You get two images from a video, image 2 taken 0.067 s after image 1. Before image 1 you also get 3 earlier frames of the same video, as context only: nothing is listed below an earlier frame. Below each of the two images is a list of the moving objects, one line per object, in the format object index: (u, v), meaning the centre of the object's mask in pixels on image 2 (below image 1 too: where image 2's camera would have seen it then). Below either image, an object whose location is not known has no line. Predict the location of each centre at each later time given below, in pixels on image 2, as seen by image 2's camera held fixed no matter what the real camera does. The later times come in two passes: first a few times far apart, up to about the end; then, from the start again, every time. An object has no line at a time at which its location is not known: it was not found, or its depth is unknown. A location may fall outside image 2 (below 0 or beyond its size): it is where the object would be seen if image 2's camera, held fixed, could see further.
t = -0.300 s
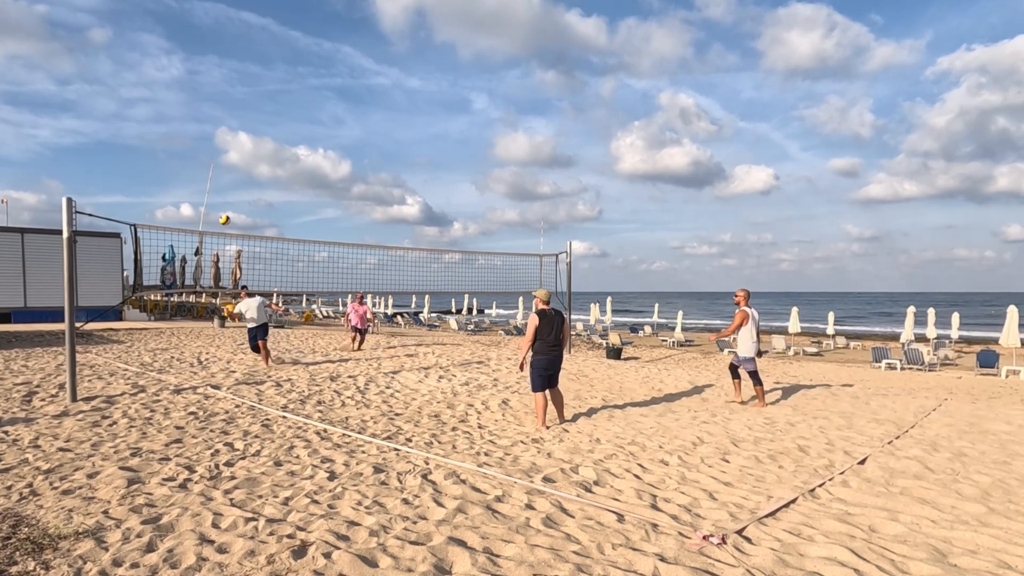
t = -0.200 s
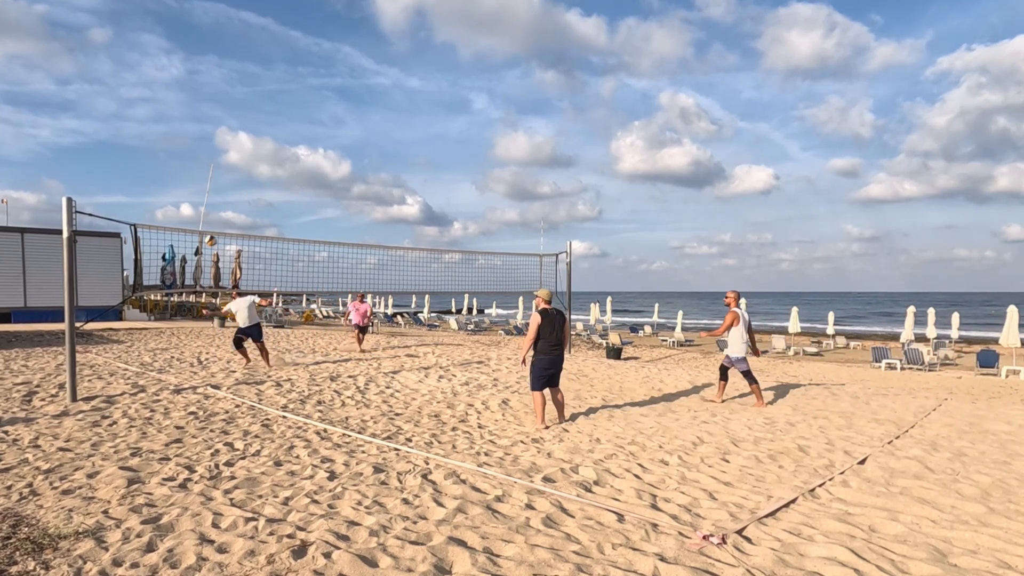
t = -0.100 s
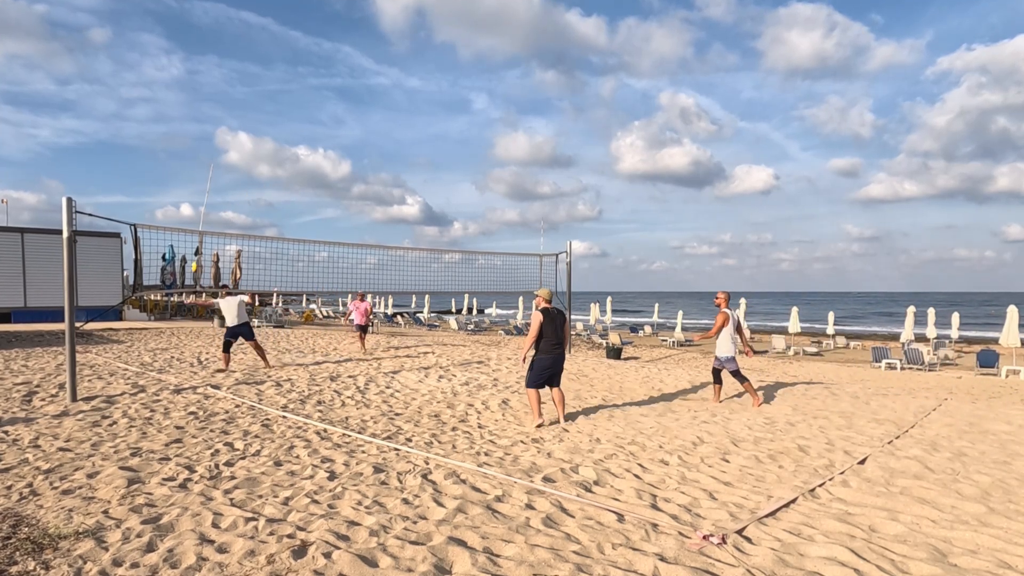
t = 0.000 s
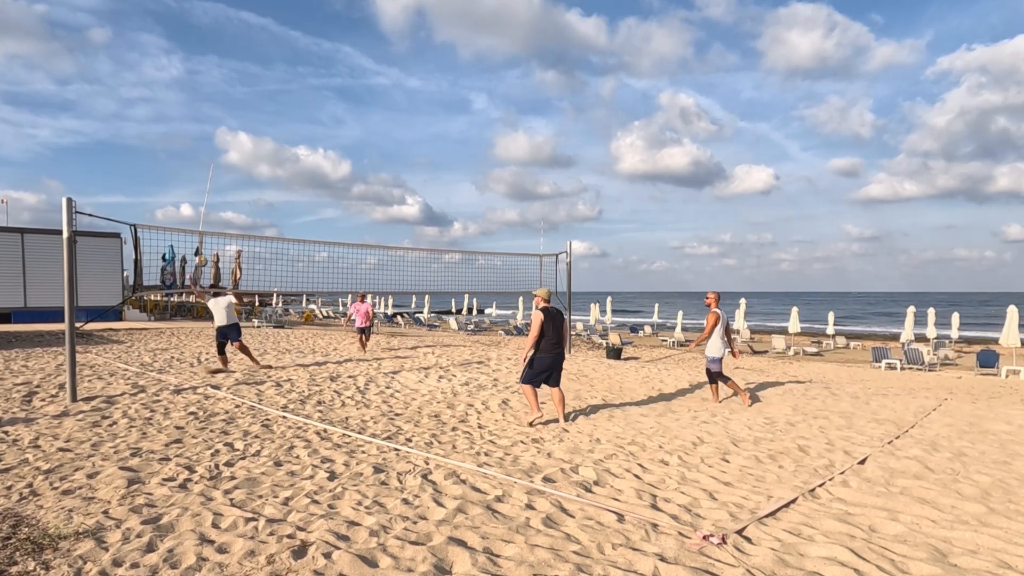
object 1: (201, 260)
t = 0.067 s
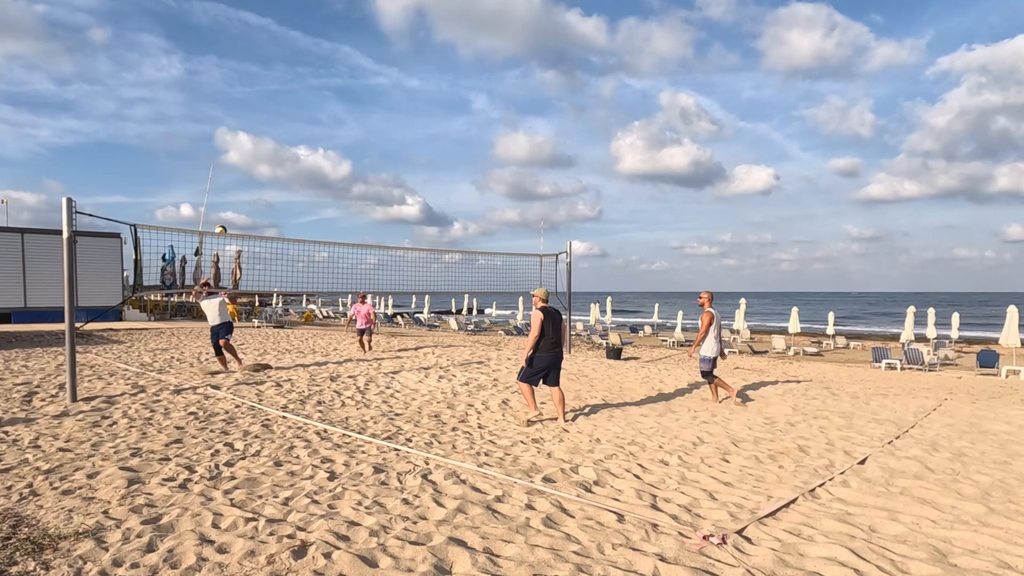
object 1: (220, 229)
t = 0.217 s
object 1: (267, 167)
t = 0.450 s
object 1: (346, 86)
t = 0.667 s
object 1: (427, 36)
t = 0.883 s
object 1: (514, 14)
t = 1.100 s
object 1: (607, 22)
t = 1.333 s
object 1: (713, 68)
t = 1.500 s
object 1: (793, 127)
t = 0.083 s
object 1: (225, 223)
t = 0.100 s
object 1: (230, 215)
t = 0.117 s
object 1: (235, 208)
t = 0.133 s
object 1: (241, 201)
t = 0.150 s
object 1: (246, 194)
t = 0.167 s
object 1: (251, 187)
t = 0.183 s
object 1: (256, 180)
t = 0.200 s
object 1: (262, 173)
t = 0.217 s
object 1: (267, 167)
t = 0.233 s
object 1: (272, 160)
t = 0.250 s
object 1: (278, 153)
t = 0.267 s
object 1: (283, 147)
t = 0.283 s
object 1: (289, 140)
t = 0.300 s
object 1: (294, 135)
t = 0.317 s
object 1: (300, 128)
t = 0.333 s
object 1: (305, 123)
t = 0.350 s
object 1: (311, 117)
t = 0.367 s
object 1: (317, 111)
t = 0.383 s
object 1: (322, 106)
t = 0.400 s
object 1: (328, 101)
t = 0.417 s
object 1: (334, 96)
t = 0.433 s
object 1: (340, 91)
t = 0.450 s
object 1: (346, 86)
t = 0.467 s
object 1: (352, 81)
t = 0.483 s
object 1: (358, 77)
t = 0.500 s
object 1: (364, 72)
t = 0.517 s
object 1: (370, 68)
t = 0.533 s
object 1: (377, 64)
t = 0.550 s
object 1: (383, 60)
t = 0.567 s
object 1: (389, 56)
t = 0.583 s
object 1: (395, 52)
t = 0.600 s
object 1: (401, 49)
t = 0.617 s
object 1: (408, 45)
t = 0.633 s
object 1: (414, 42)
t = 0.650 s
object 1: (420, 39)
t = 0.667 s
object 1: (427, 36)
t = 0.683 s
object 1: (433, 34)
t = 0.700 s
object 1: (440, 31)
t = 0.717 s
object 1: (446, 29)
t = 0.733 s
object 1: (453, 26)
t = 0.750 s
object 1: (459, 24)
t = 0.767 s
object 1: (466, 22)
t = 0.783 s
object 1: (473, 20)
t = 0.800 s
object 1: (480, 19)
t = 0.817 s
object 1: (486, 18)
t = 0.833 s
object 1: (493, 16)
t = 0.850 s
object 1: (500, 15)
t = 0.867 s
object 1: (507, 14)
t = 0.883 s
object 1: (514, 14)
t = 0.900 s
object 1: (521, 14)
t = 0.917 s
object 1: (528, 13)
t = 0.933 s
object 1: (535, 13)
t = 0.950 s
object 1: (542, 13)
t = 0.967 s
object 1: (549, 13)
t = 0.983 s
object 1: (556, 14)
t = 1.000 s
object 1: (564, 14)
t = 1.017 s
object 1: (571, 15)
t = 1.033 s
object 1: (578, 17)
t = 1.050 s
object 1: (585, 17)
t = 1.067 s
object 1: (593, 19)
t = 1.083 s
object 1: (600, 20)
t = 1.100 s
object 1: (607, 22)
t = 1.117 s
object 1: (615, 24)
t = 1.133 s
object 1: (622, 26)
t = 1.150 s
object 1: (630, 29)
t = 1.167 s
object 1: (637, 31)
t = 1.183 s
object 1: (645, 34)
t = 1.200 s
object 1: (652, 37)
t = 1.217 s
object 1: (660, 41)
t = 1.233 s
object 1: (668, 44)
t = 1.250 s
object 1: (675, 47)
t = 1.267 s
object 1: (683, 51)
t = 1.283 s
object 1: (690, 55)
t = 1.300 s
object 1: (698, 59)
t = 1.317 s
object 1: (706, 64)
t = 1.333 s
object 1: (713, 68)
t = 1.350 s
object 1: (721, 74)
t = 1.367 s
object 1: (729, 78)
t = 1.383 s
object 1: (737, 84)
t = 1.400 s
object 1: (745, 89)
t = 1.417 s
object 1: (753, 95)
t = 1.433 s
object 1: (761, 101)
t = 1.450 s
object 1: (768, 107)
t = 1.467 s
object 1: (777, 113)
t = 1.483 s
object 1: (785, 120)
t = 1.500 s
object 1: (793, 127)
